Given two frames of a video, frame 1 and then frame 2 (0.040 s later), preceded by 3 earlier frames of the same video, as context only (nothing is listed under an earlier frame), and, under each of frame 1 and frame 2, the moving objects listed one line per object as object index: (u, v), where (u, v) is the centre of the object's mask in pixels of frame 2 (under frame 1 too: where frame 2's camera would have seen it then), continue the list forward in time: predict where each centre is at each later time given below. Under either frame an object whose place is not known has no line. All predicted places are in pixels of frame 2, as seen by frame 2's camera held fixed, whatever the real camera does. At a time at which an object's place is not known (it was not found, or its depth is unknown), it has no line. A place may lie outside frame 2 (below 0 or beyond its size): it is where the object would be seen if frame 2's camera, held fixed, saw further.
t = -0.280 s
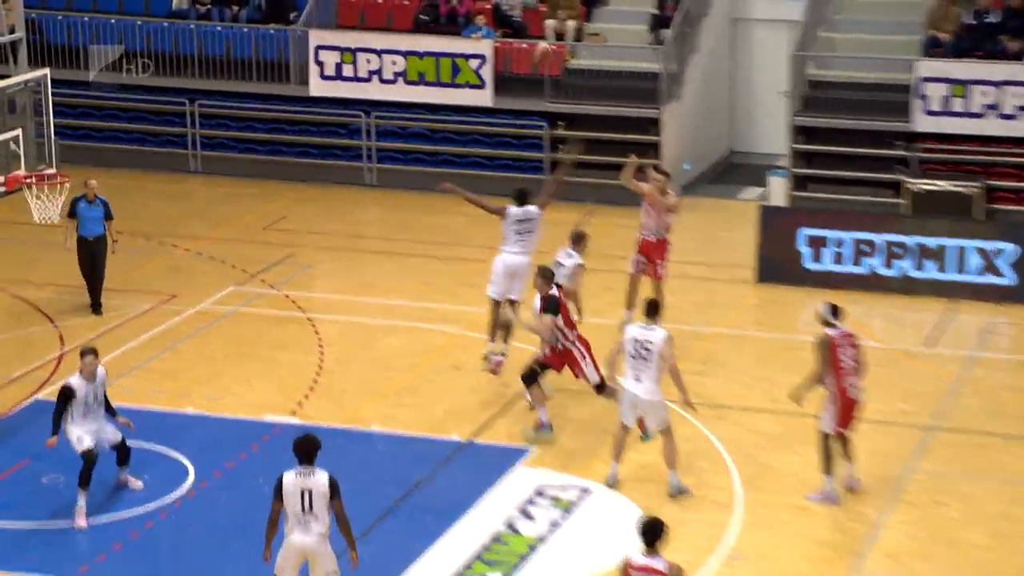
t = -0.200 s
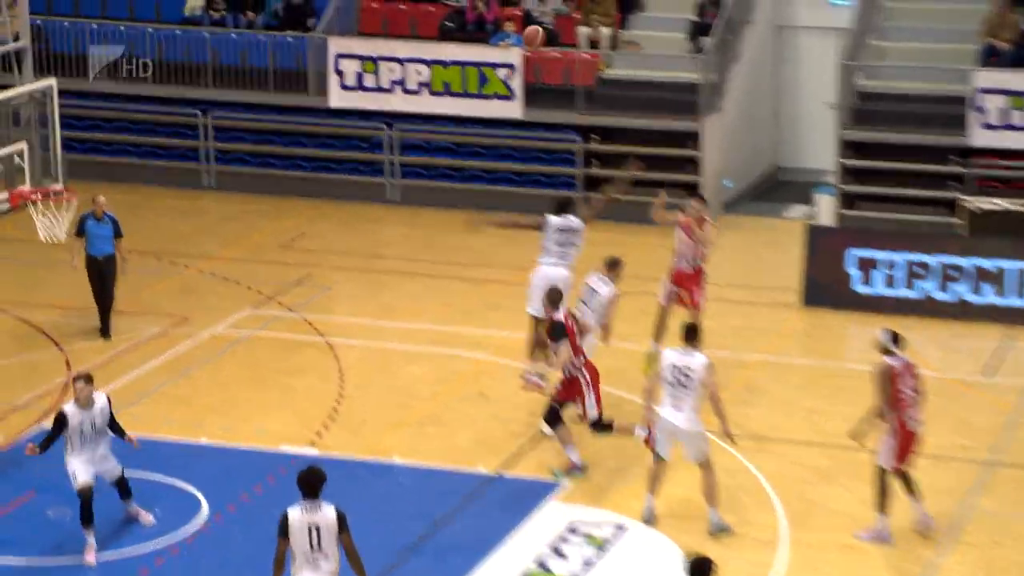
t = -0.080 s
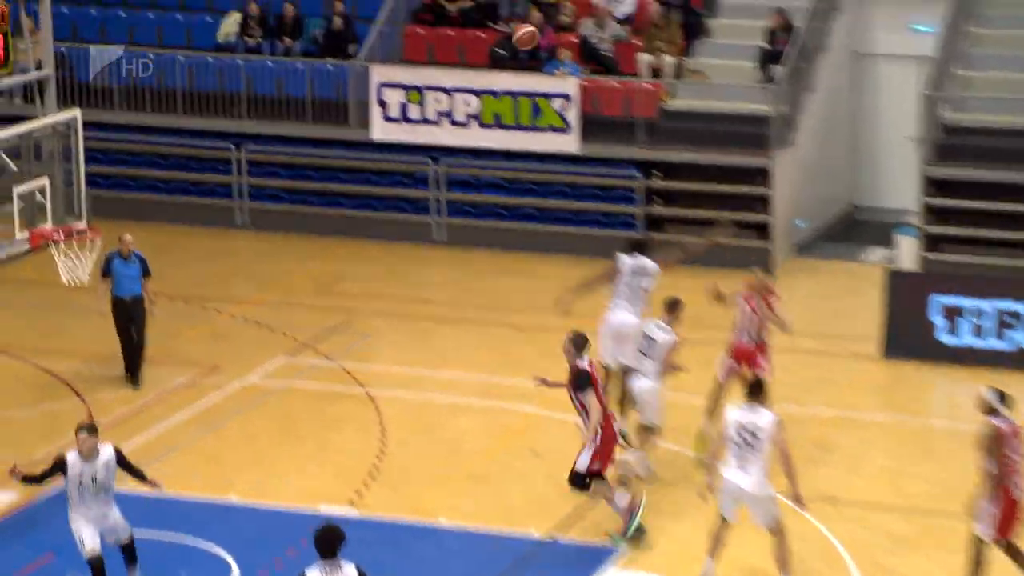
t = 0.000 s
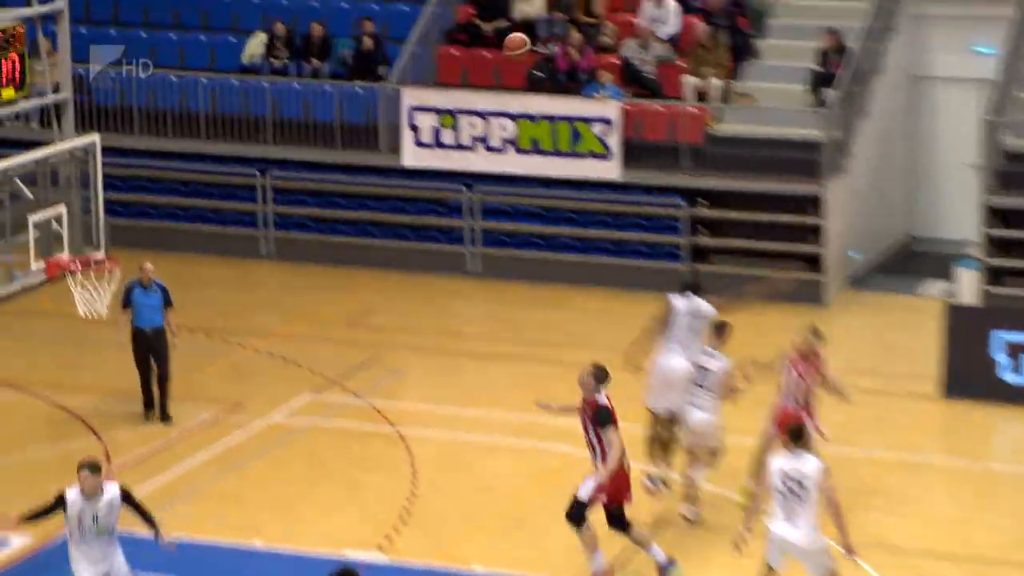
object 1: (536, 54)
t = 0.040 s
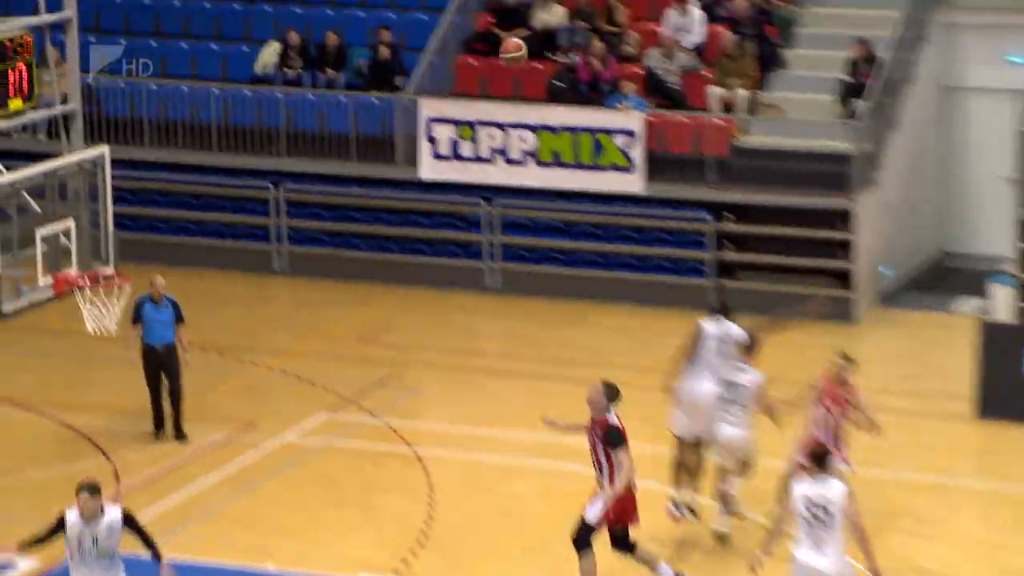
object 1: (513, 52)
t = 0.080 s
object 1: (488, 51)
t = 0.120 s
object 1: (464, 49)
